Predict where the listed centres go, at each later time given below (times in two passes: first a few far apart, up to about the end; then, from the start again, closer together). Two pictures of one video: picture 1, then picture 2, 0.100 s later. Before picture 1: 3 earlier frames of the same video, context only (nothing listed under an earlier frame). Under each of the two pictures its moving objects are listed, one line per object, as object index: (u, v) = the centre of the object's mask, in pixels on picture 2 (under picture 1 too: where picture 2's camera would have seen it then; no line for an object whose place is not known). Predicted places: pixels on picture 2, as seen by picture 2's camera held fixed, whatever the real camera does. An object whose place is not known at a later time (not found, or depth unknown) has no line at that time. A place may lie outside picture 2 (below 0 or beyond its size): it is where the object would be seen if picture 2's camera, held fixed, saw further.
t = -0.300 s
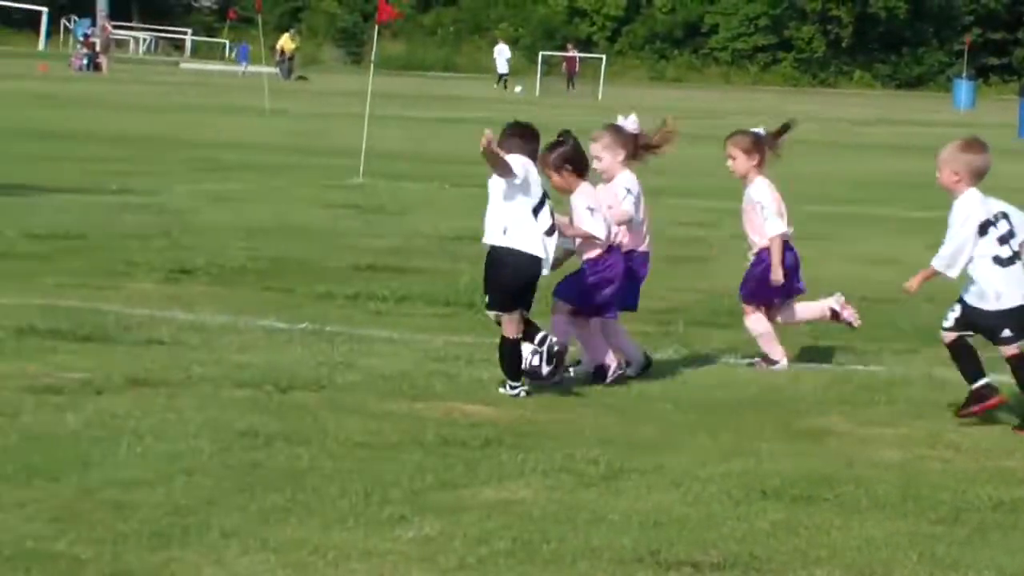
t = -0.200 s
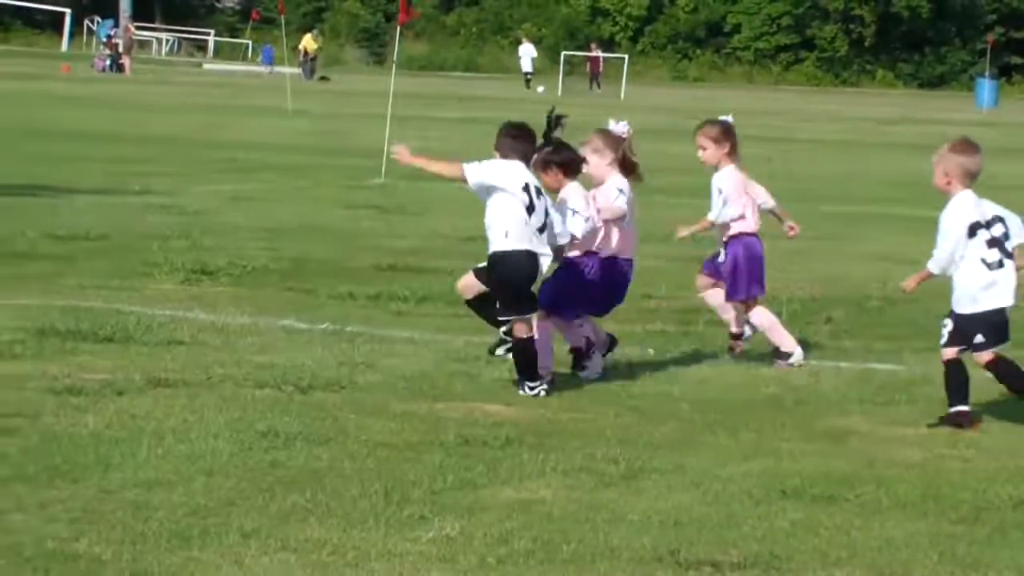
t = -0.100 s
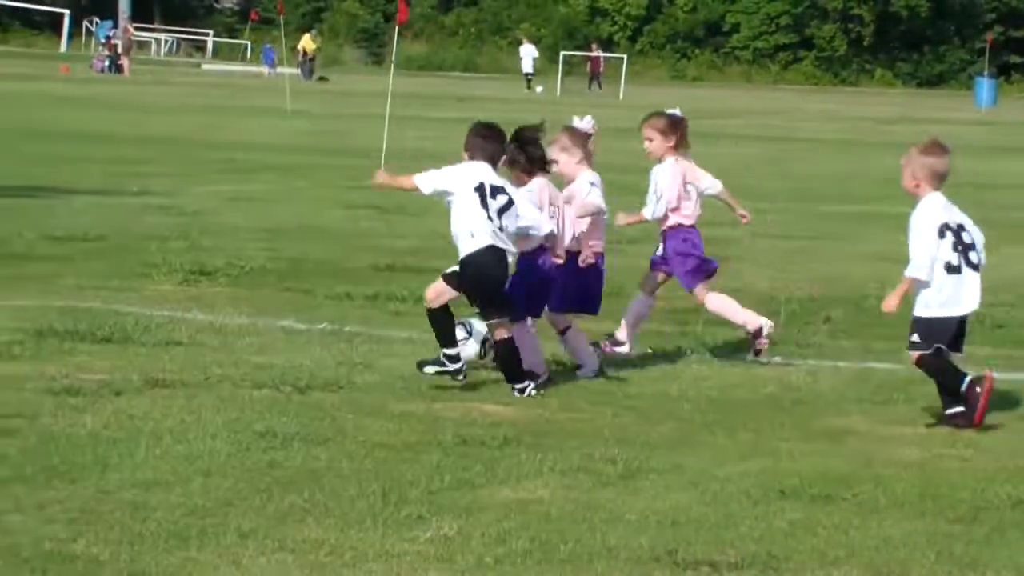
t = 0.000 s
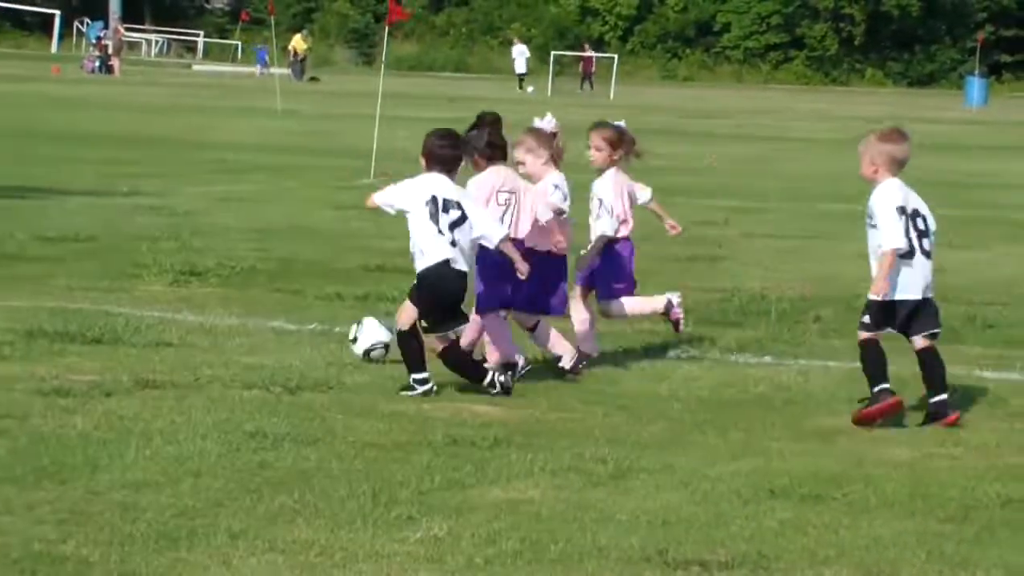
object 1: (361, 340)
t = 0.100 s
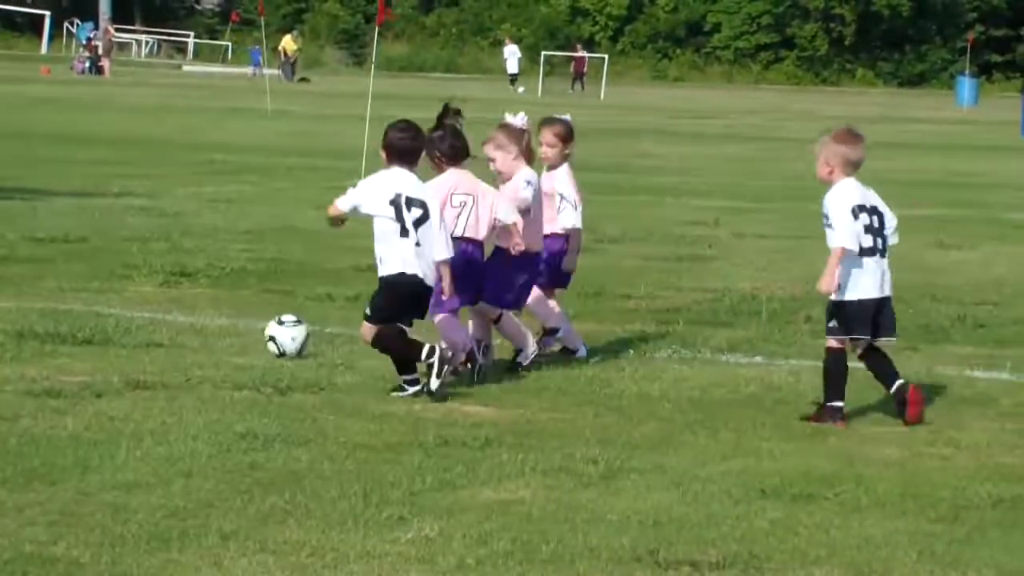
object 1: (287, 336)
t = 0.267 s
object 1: (190, 329)
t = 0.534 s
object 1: (62, 316)
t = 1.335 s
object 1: (-231, 292)
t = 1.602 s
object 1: (-301, 286)
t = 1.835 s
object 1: (-352, 276)
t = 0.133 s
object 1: (266, 335)
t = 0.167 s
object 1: (243, 335)
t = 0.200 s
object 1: (223, 335)
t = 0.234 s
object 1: (207, 331)
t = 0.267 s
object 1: (190, 329)
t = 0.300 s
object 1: (172, 328)
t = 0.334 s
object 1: (155, 329)
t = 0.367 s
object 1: (139, 330)
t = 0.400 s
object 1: (123, 325)
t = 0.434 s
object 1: (108, 320)
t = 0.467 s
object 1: (93, 316)
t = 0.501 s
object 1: (77, 315)
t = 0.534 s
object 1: (62, 316)
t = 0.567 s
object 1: (48, 318)
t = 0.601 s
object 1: (32, 316)
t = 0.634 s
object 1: (19, 313)
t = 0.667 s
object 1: (6, 310)
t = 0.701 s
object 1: (-9, 311)
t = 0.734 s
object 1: (-23, 313)
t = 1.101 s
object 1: (-158, 301)
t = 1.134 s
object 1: (-168, 299)
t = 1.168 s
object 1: (-179, 297)
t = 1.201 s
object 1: (-190, 296)
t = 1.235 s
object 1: (-200, 297)
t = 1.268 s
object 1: (-210, 297)
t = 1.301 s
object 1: (-221, 295)
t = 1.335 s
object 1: (-231, 292)
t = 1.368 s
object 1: (-240, 291)
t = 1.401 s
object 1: (-251, 291)
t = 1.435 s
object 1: (-262, 291)
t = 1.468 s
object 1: (-270, 290)
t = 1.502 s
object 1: (-278, 289)
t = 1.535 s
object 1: (-286, 287)
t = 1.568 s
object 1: (-296, 287)
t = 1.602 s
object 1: (-301, 286)
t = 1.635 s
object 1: (-311, 284)
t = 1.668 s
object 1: (-317, 282)
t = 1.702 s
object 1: (-326, 281)
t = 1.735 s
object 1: (-333, 281)
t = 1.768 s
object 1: (-340, 281)
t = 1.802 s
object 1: (-346, 279)
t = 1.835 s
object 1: (-352, 276)
